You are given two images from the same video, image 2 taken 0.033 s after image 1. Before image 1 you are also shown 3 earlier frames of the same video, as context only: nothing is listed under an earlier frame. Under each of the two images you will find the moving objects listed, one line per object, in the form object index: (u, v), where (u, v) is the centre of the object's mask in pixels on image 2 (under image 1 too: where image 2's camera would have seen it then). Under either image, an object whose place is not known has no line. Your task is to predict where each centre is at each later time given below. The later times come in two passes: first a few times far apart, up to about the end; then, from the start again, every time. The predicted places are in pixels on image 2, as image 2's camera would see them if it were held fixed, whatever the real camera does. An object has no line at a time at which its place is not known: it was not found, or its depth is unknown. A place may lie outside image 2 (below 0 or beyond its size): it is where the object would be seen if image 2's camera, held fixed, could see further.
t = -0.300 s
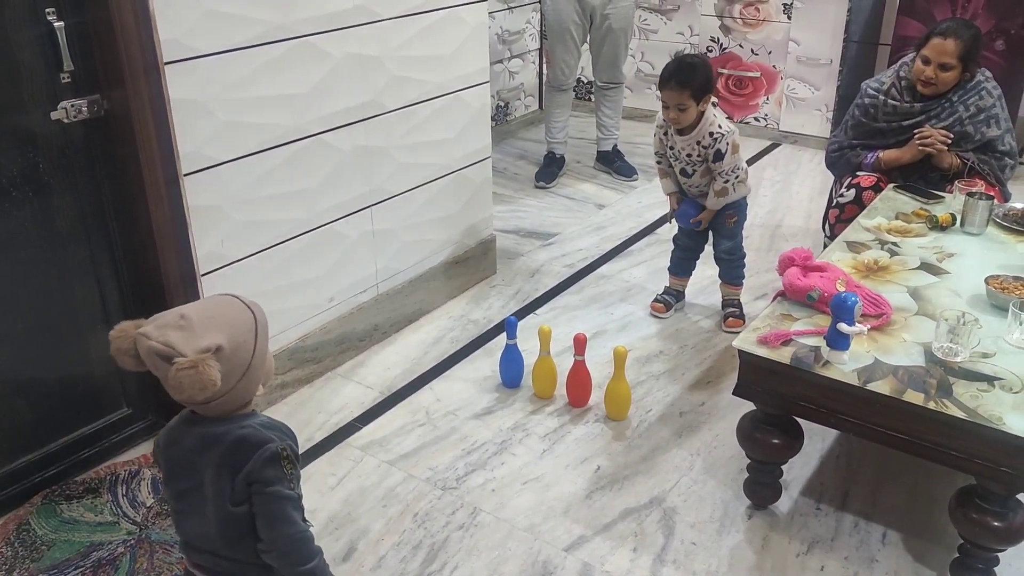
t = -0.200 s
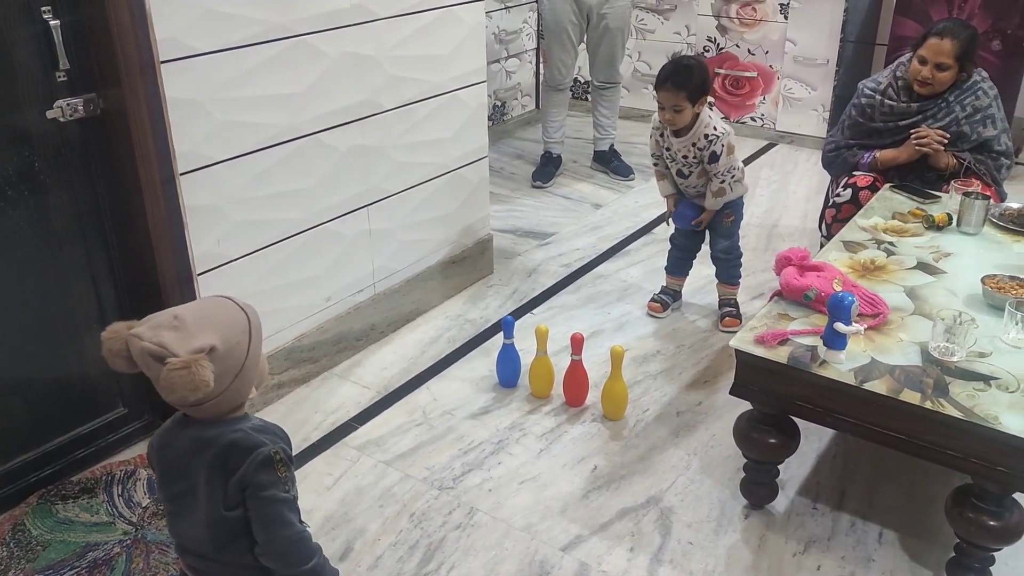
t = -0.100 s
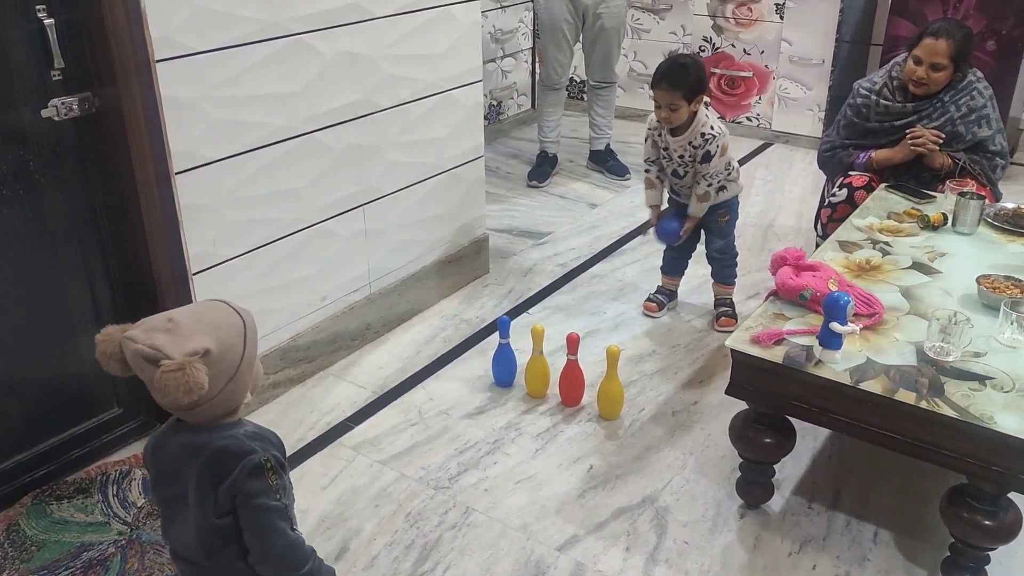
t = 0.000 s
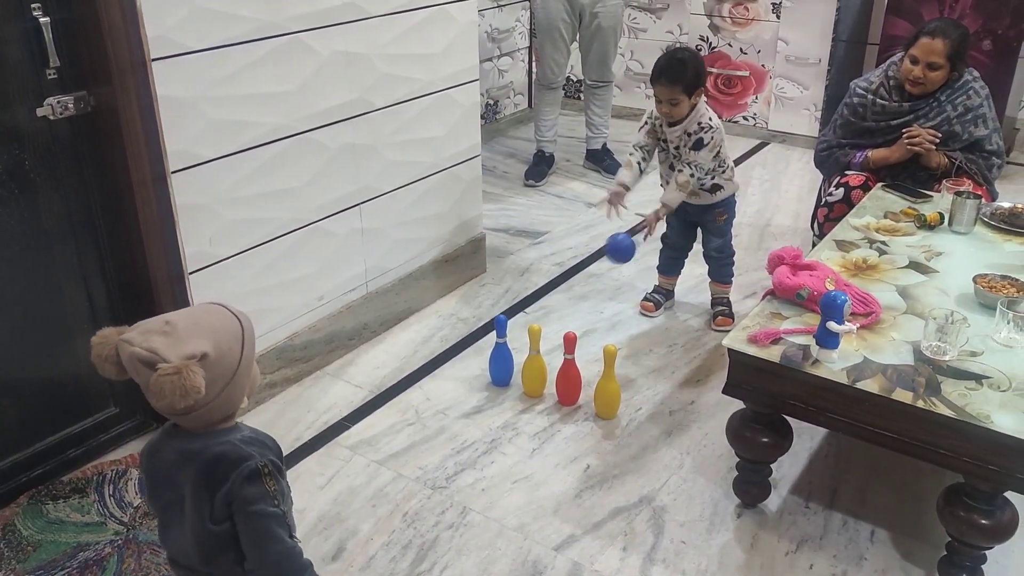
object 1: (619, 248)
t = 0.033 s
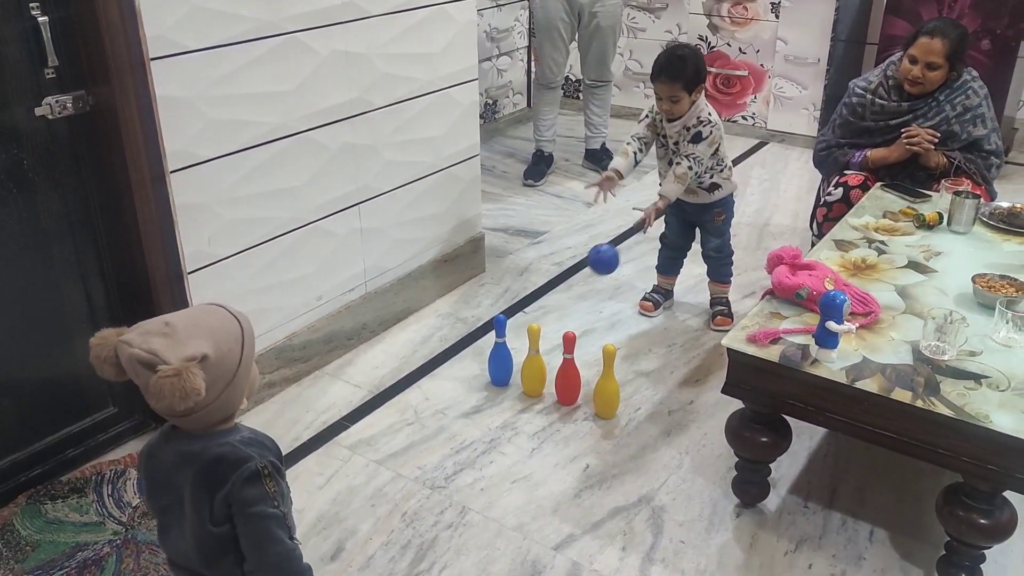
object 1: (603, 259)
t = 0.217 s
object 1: (492, 407)
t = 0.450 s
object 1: (373, 475)
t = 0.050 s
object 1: (594, 267)
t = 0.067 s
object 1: (586, 274)
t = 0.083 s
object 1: (576, 284)
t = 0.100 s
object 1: (565, 297)
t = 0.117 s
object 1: (557, 307)
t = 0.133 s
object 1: (547, 320)
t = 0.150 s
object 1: (535, 337)
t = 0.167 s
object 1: (525, 352)
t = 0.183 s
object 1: (516, 367)
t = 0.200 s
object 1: (503, 387)
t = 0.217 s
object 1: (492, 407)
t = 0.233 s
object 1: (483, 424)
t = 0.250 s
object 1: (470, 449)
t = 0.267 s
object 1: (457, 474)
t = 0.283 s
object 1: (451, 469)
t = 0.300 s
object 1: (445, 465)
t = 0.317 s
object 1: (436, 462)
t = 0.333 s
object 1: (430, 460)
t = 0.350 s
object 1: (422, 459)
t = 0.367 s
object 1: (413, 459)
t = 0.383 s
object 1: (406, 460)
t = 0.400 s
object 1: (398, 463)
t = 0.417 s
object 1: (388, 466)
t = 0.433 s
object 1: (382, 470)
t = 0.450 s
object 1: (373, 475)
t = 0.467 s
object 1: (363, 482)
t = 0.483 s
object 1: (355, 490)
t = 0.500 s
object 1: (346, 499)
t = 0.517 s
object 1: (335, 512)
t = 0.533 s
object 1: (328, 523)
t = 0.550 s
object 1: (324, 536)
